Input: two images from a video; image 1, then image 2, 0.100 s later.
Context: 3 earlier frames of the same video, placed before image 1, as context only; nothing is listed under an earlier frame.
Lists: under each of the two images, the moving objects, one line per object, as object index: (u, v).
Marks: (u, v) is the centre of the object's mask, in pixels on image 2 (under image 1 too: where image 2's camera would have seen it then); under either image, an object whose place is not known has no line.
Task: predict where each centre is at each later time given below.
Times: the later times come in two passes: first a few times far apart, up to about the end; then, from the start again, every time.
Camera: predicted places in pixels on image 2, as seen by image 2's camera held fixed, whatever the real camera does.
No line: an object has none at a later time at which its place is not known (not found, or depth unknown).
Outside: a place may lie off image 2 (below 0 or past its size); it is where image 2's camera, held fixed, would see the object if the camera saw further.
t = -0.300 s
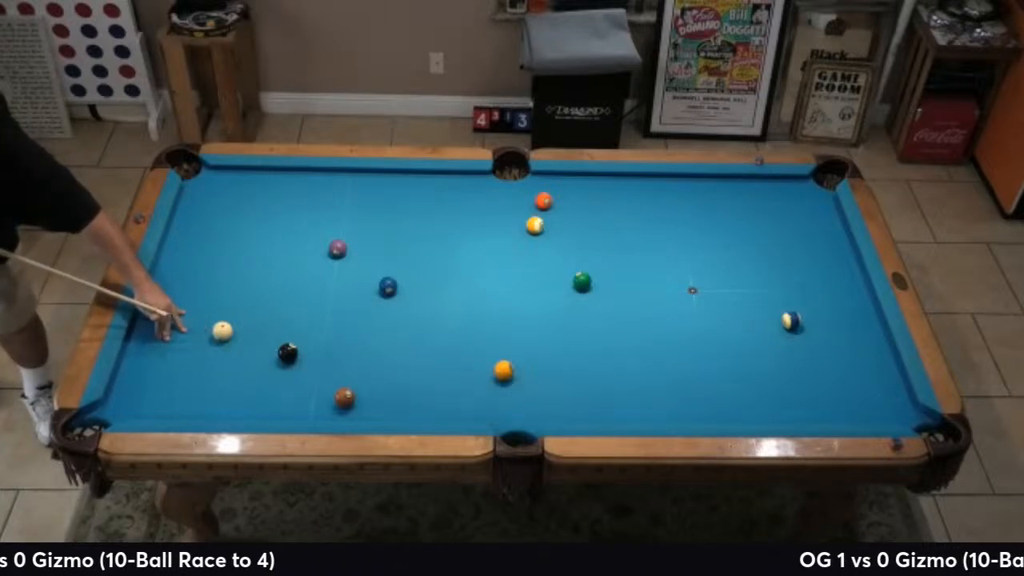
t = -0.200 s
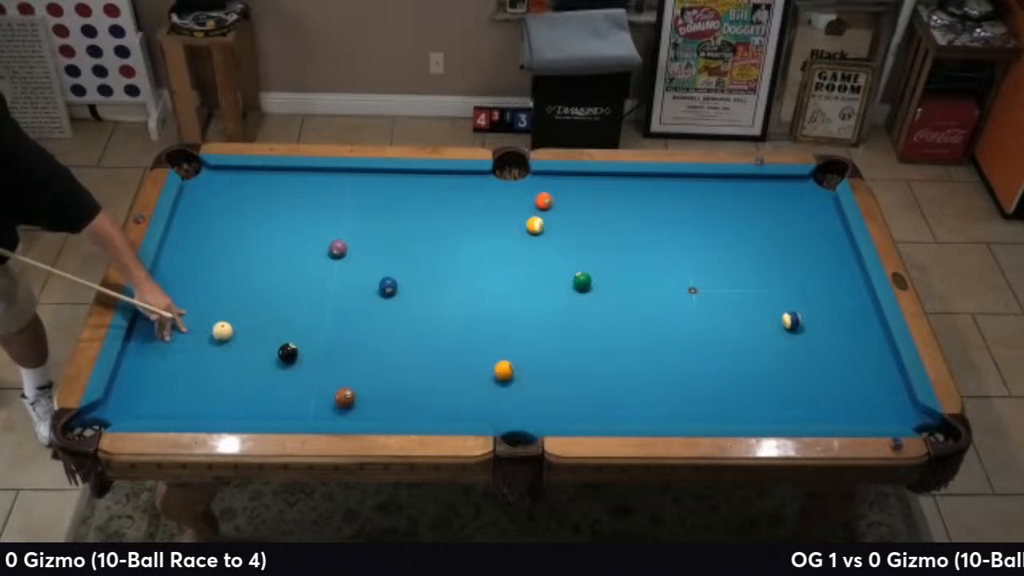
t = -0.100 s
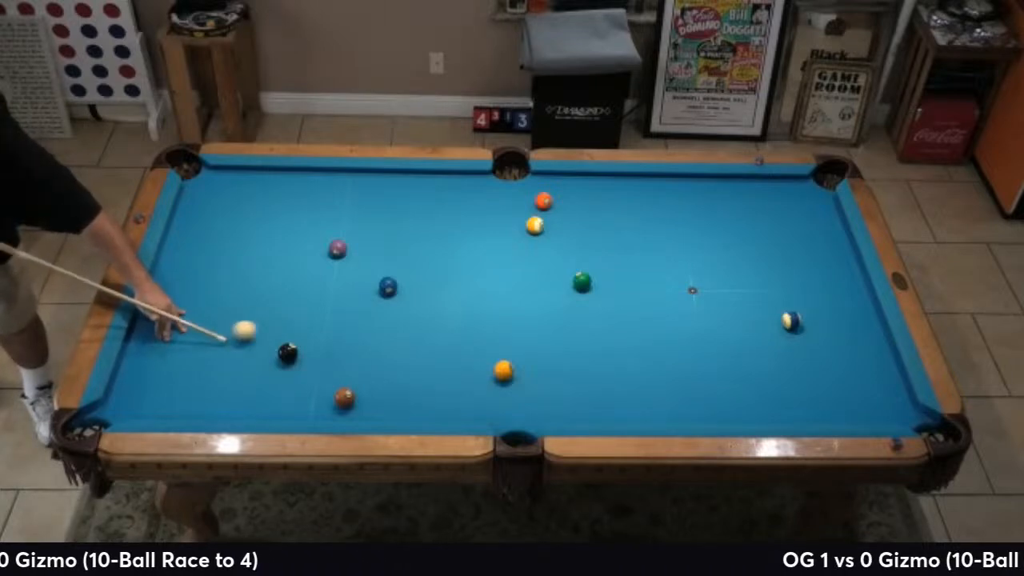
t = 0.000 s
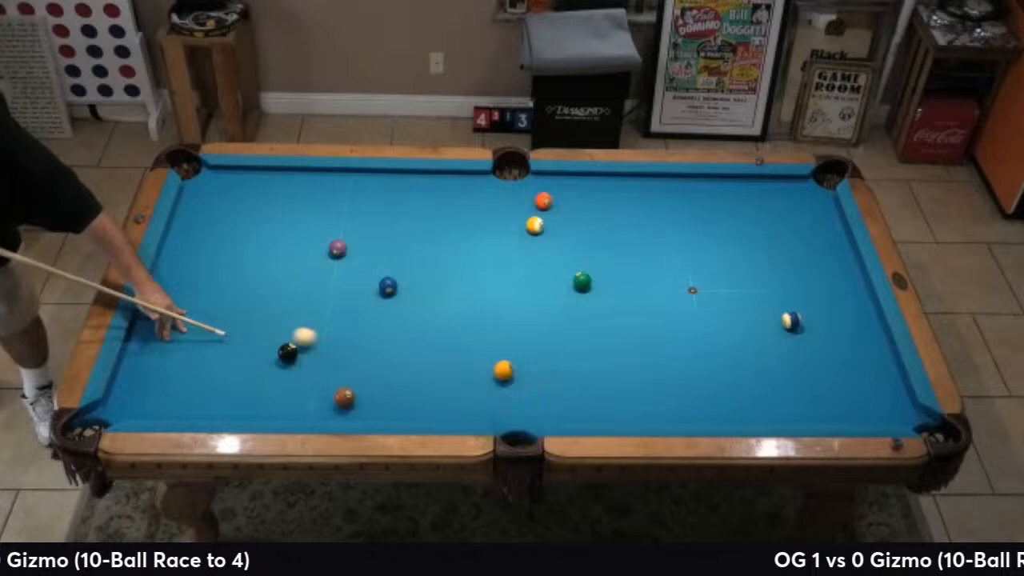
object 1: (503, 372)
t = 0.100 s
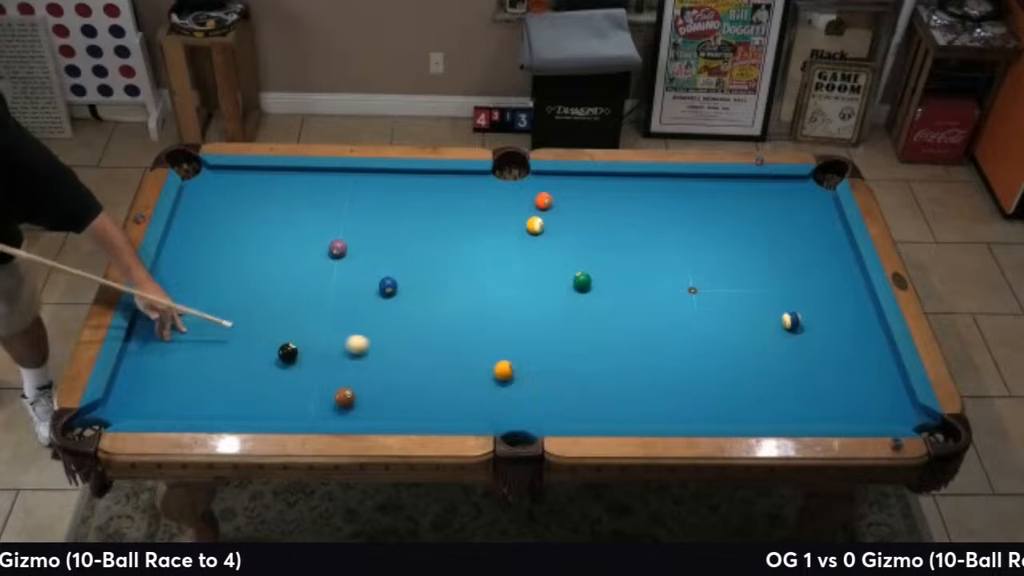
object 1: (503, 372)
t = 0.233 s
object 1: (503, 372)
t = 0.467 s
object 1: (503, 371)
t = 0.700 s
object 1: (573, 368)
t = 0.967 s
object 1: (641, 364)
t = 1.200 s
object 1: (698, 361)
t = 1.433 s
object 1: (730, 359)
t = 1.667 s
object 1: (784, 356)
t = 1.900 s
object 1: (835, 353)
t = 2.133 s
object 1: (883, 351)
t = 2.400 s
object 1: (867, 348)
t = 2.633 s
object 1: (841, 347)
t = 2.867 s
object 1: (816, 345)
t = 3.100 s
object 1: (793, 344)
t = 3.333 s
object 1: (778, 342)
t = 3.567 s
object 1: (758, 341)
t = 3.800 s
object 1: (739, 340)
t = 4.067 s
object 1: (720, 338)
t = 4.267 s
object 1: (712, 337)
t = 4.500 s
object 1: (697, 337)
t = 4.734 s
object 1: (686, 336)
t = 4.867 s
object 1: (679, 336)
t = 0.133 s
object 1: (503, 372)
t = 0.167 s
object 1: (503, 372)
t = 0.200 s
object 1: (503, 372)
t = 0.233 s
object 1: (503, 372)
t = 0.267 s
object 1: (503, 372)
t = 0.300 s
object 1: (503, 372)
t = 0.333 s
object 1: (503, 372)
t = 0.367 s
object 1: (503, 372)
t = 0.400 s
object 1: (503, 372)
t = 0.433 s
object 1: (503, 371)
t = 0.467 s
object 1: (503, 371)
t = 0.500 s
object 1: (515, 370)
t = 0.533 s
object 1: (526, 370)
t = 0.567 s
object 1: (537, 370)
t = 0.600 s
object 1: (546, 369)
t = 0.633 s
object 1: (555, 369)
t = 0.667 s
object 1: (564, 368)
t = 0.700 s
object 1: (573, 368)
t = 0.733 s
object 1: (581, 368)
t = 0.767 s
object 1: (590, 367)
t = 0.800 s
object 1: (599, 367)
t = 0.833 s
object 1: (608, 366)
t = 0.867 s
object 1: (616, 366)
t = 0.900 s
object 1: (625, 365)
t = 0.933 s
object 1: (633, 364)
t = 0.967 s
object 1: (641, 364)
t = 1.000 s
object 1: (649, 364)
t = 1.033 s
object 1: (658, 363)
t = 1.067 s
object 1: (666, 363)
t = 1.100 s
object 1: (674, 363)
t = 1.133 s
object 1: (682, 362)
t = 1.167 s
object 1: (691, 361)
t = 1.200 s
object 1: (698, 361)
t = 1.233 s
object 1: (699, 361)
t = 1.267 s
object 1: (699, 361)
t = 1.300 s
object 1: (699, 361)
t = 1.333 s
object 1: (706, 361)
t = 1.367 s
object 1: (715, 360)
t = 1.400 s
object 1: (723, 360)
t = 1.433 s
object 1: (730, 359)
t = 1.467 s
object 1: (738, 359)
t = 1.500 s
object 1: (746, 358)
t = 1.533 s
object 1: (754, 358)
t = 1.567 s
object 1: (761, 357)
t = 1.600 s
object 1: (768, 357)
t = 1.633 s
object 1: (776, 357)
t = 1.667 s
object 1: (784, 356)
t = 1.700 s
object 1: (791, 356)
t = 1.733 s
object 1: (799, 356)
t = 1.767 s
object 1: (806, 355)
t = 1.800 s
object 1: (813, 354)
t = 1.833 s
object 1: (820, 354)
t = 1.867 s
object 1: (827, 354)
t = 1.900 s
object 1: (835, 353)
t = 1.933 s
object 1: (842, 353)
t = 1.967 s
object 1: (849, 352)
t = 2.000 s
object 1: (856, 352)
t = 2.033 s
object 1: (863, 351)
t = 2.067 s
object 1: (870, 351)
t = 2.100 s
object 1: (876, 351)
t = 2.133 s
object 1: (883, 351)
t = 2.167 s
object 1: (886, 350)
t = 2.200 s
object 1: (883, 350)
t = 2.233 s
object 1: (883, 350)
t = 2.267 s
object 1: (883, 350)
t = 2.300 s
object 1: (879, 350)
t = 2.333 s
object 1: (874, 349)
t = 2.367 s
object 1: (871, 348)
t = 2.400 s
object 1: (867, 348)
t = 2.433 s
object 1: (862, 348)
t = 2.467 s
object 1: (858, 348)
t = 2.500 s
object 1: (855, 348)
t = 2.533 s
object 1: (851, 348)
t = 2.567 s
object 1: (847, 347)
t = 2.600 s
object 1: (844, 347)
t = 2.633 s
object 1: (841, 347)
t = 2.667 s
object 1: (837, 346)
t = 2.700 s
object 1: (833, 346)
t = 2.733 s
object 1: (829, 346)
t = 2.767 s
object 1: (826, 346)
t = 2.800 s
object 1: (822, 345)
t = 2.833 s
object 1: (819, 345)
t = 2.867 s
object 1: (816, 345)
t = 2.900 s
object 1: (813, 345)
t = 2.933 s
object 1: (810, 344)
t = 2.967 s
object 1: (806, 344)
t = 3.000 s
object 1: (803, 344)
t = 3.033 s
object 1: (799, 344)
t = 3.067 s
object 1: (796, 344)
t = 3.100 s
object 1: (793, 344)
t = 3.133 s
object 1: (790, 343)
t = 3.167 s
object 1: (787, 343)
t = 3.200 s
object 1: (784, 343)
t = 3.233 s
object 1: (783, 343)
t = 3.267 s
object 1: (783, 343)
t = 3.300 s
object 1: (781, 343)
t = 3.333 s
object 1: (778, 342)
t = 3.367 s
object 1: (775, 342)
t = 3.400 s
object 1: (772, 342)
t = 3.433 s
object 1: (769, 341)
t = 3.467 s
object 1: (766, 341)
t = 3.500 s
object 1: (763, 341)
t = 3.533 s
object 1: (760, 341)
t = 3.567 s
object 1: (758, 341)
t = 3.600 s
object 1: (755, 341)
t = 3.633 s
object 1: (753, 341)
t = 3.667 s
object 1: (750, 340)
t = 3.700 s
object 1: (747, 340)
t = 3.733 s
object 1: (745, 340)
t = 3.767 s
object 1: (742, 340)
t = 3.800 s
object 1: (739, 340)
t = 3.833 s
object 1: (737, 339)
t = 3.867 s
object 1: (734, 339)
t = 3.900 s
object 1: (732, 339)
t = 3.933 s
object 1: (729, 339)
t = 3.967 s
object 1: (727, 339)
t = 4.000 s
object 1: (725, 338)
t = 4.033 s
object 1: (723, 338)
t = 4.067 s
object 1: (720, 338)
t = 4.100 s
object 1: (716, 338)
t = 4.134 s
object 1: (714, 338)
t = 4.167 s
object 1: (712, 337)
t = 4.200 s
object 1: (712, 337)
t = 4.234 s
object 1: (712, 337)
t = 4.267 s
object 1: (712, 337)
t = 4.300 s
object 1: (709, 337)
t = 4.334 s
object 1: (707, 337)
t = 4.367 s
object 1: (705, 337)
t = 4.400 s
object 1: (703, 337)
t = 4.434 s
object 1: (701, 337)
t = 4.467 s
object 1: (700, 337)
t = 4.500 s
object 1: (697, 337)
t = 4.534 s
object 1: (696, 337)
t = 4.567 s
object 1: (694, 337)
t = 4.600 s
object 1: (692, 337)
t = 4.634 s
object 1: (691, 336)
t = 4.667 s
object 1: (689, 337)
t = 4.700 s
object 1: (687, 336)
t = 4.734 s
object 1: (686, 336)
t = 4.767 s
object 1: (684, 336)
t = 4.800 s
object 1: (682, 336)
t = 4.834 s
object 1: (681, 336)
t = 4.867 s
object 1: (679, 336)
